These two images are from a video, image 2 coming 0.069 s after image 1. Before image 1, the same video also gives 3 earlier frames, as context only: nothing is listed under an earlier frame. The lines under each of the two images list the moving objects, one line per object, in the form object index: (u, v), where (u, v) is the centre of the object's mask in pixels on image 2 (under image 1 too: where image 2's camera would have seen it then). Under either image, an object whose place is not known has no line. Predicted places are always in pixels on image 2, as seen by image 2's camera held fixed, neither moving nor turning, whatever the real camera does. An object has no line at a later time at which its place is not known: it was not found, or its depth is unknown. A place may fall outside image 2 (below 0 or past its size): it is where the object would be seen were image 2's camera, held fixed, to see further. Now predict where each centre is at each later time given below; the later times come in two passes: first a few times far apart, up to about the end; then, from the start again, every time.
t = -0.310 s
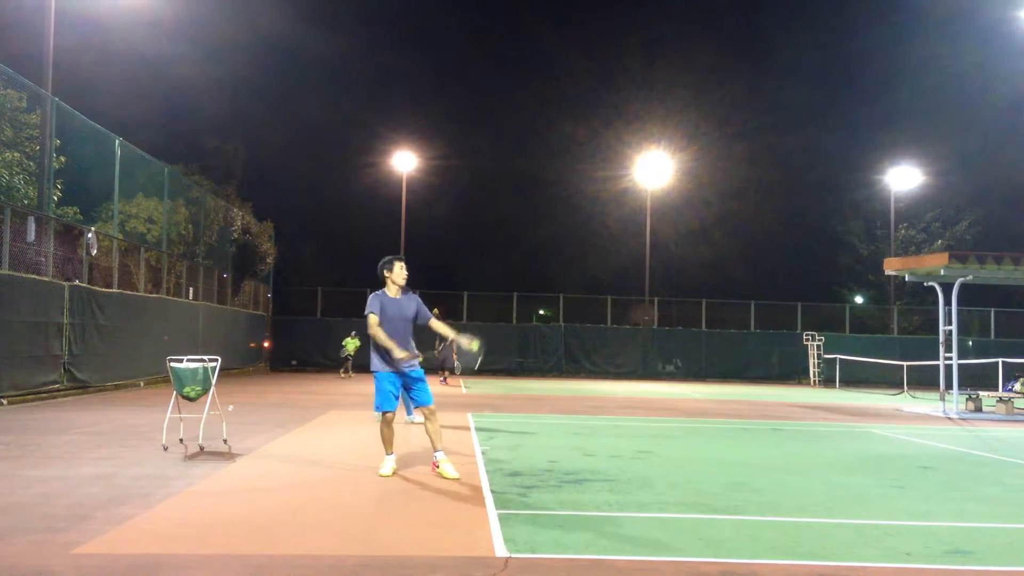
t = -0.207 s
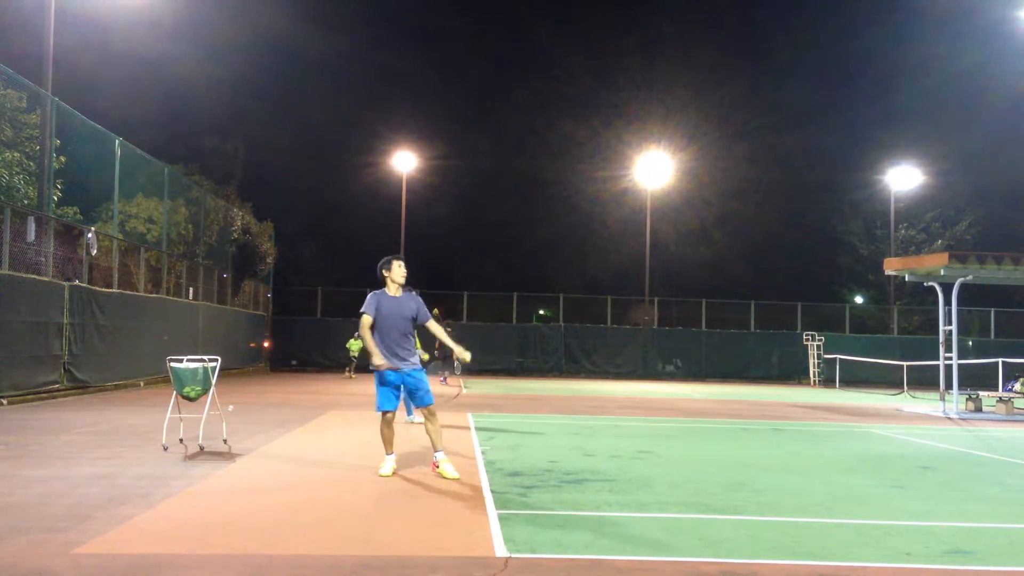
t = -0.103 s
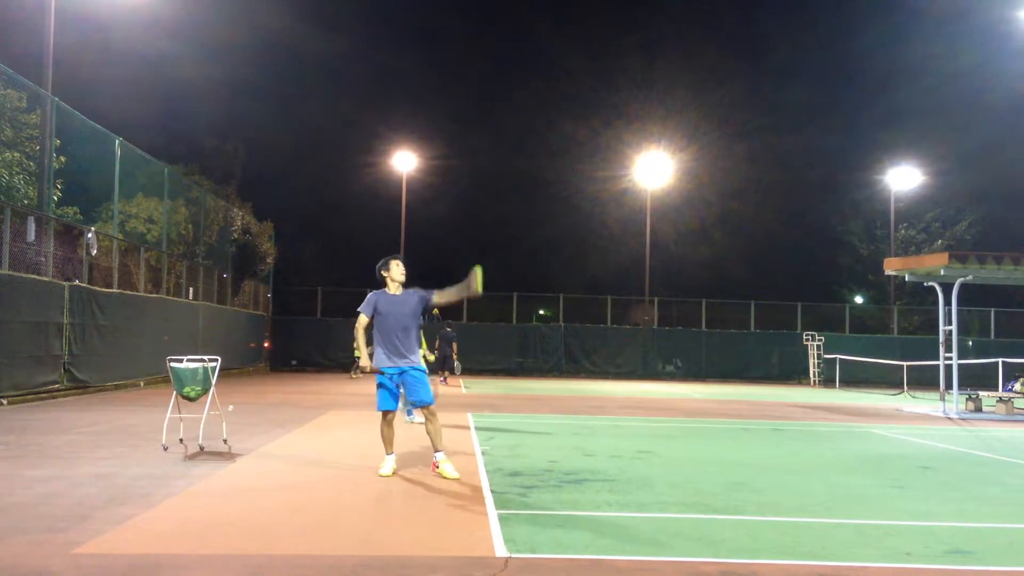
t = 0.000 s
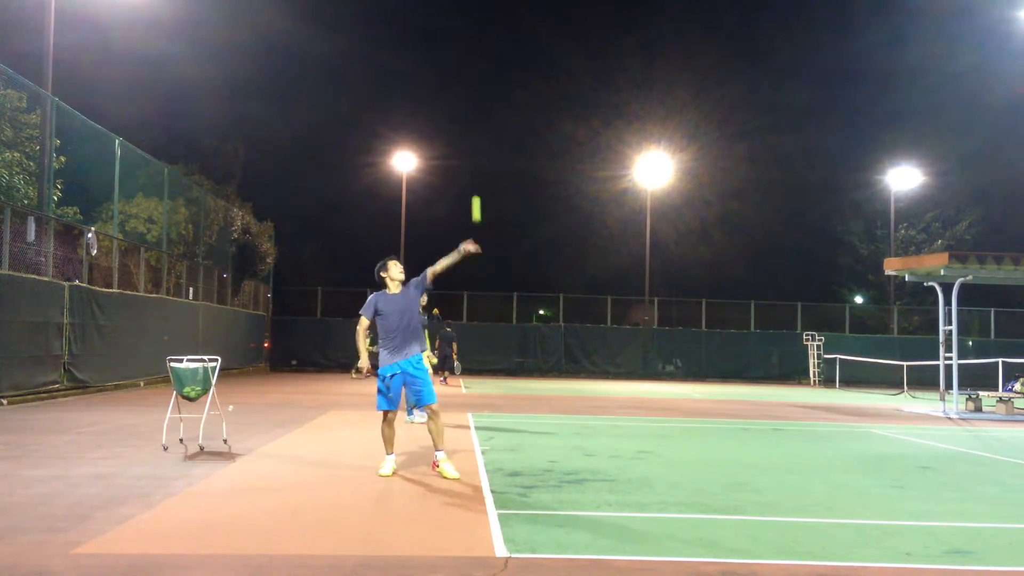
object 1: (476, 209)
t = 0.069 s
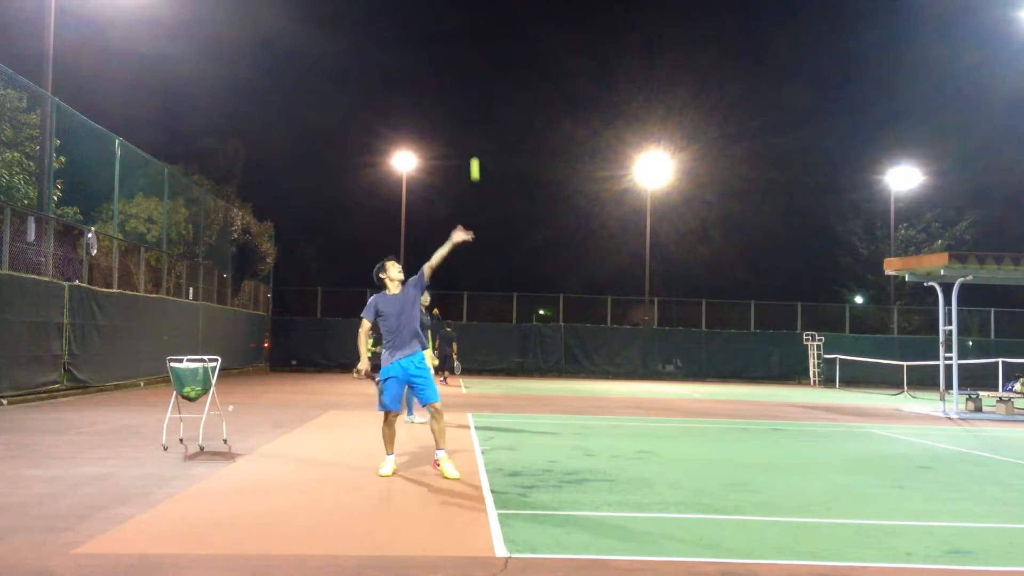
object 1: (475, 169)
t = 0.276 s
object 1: (469, 82)
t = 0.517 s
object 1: (460, 45)
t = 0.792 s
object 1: (448, 88)
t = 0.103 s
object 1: (474, 152)
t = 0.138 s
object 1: (473, 135)
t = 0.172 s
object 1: (472, 120)
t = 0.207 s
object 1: (471, 106)
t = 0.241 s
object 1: (470, 93)
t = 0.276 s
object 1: (469, 82)
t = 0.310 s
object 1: (468, 73)
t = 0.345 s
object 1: (467, 65)
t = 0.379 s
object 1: (466, 58)
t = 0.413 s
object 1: (465, 52)
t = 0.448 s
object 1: (463, 49)
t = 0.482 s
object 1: (462, 46)
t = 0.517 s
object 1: (460, 45)
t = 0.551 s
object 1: (459, 45)
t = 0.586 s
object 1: (458, 47)
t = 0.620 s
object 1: (456, 50)
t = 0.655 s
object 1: (455, 54)
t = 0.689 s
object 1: (453, 61)
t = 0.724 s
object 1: (451, 68)
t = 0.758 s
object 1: (450, 77)
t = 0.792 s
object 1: (448, 88)
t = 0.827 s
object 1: (446, 100)
